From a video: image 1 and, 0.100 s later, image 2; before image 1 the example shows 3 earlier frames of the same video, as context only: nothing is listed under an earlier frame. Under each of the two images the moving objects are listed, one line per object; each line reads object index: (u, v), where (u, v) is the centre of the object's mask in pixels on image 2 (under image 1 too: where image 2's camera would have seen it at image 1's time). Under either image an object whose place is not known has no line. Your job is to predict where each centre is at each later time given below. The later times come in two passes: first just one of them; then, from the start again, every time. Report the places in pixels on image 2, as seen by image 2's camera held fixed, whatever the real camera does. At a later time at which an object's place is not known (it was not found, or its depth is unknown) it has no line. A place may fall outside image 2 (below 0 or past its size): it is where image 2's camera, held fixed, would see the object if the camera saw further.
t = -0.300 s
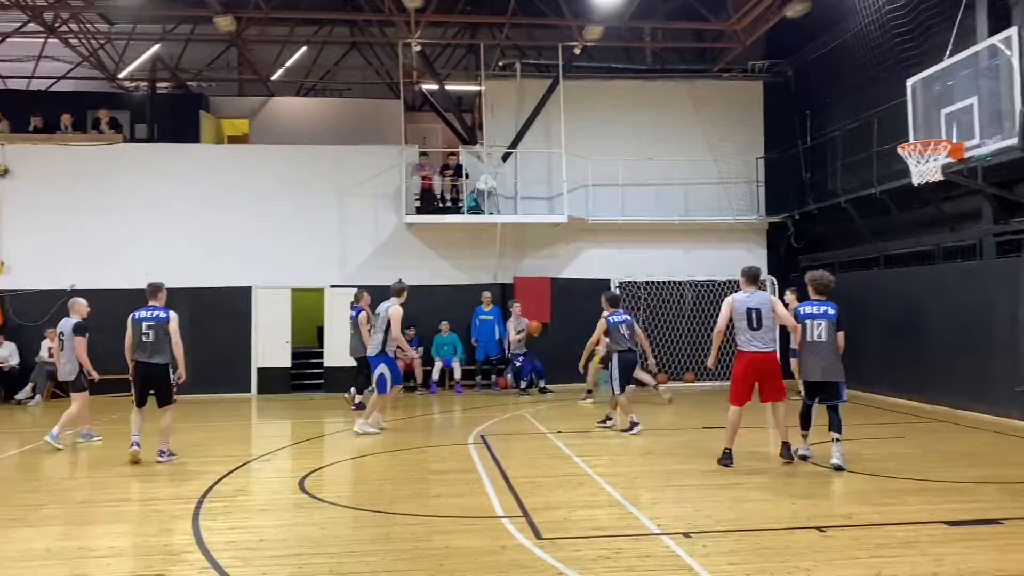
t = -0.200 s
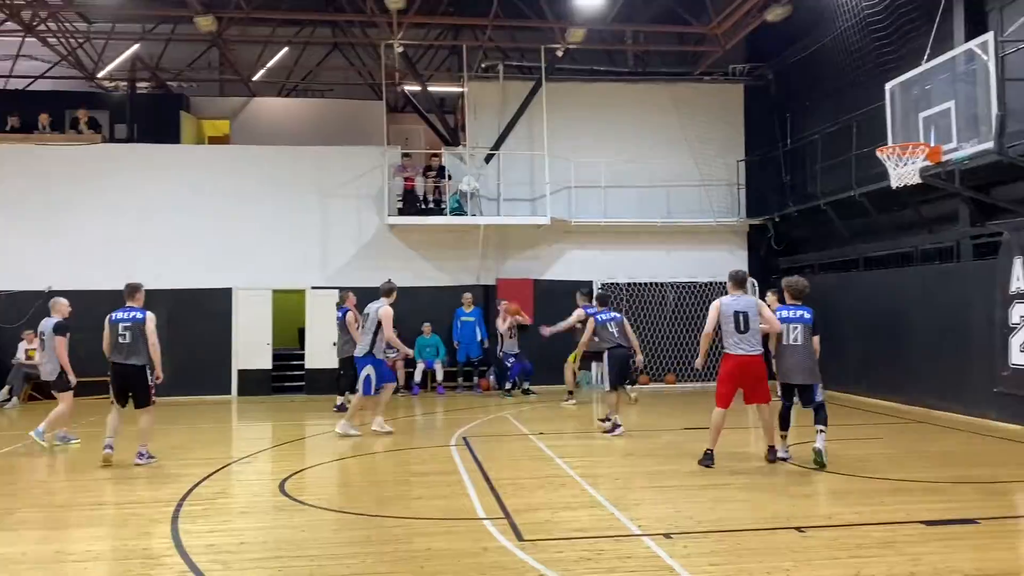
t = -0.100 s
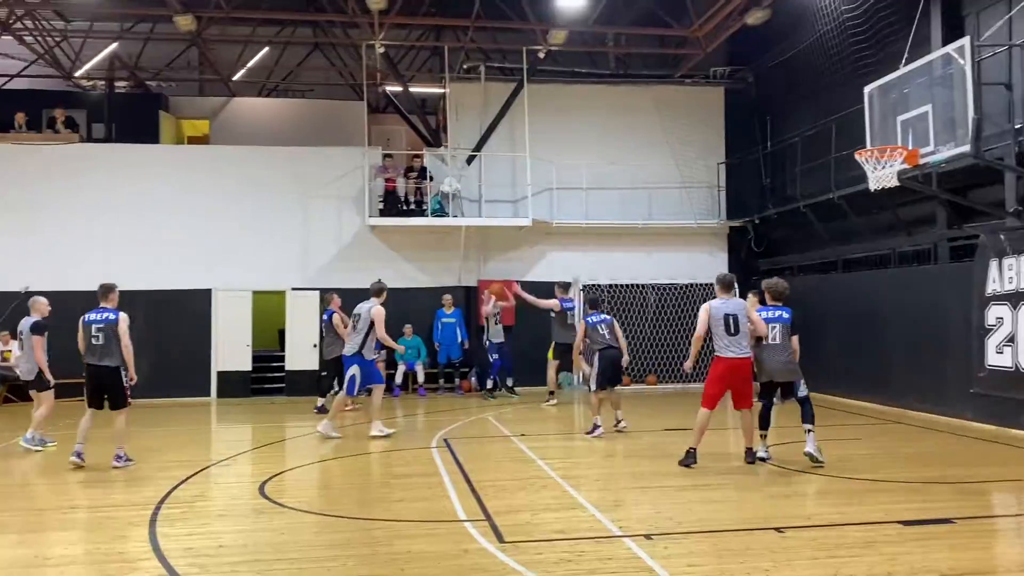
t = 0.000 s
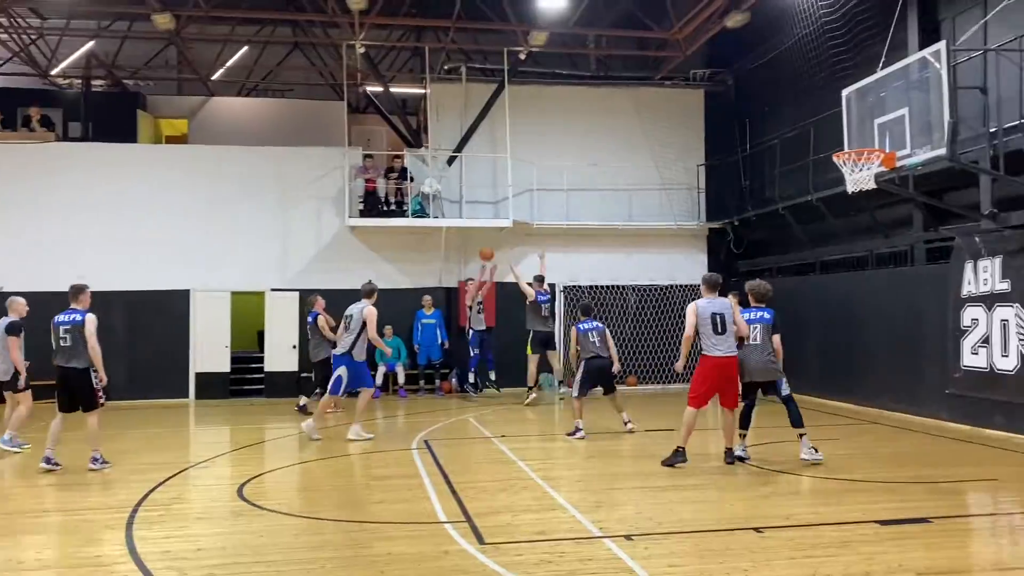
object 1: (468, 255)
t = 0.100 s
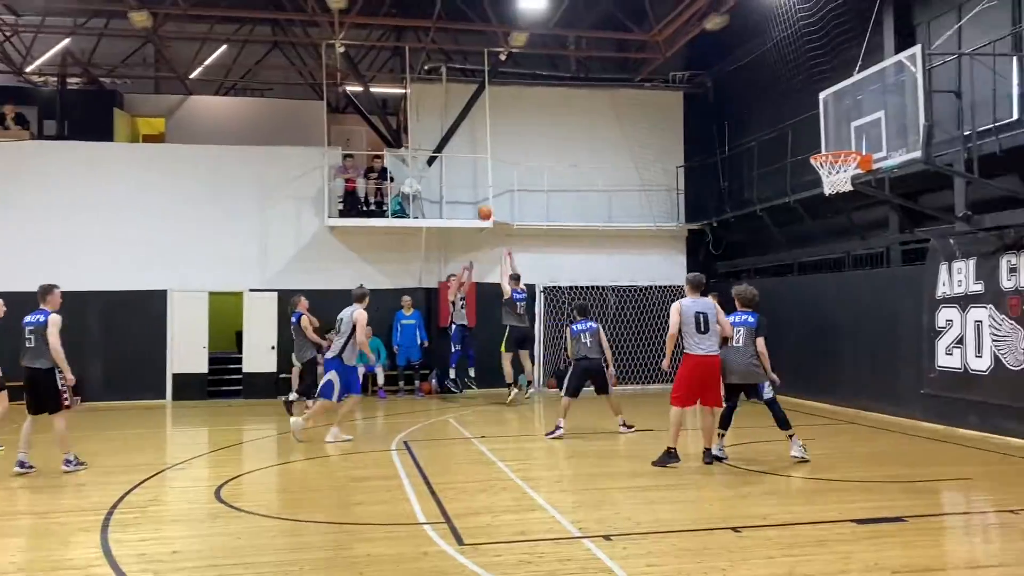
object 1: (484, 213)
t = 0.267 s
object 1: (514, 153)
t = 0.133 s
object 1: (491, 200)
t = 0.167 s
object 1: (496, 188)
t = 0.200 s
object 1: (502, 176)
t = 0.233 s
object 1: (509, 163)
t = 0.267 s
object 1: (514, 153)
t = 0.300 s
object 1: (521, 142)
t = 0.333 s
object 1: (528, 131)
